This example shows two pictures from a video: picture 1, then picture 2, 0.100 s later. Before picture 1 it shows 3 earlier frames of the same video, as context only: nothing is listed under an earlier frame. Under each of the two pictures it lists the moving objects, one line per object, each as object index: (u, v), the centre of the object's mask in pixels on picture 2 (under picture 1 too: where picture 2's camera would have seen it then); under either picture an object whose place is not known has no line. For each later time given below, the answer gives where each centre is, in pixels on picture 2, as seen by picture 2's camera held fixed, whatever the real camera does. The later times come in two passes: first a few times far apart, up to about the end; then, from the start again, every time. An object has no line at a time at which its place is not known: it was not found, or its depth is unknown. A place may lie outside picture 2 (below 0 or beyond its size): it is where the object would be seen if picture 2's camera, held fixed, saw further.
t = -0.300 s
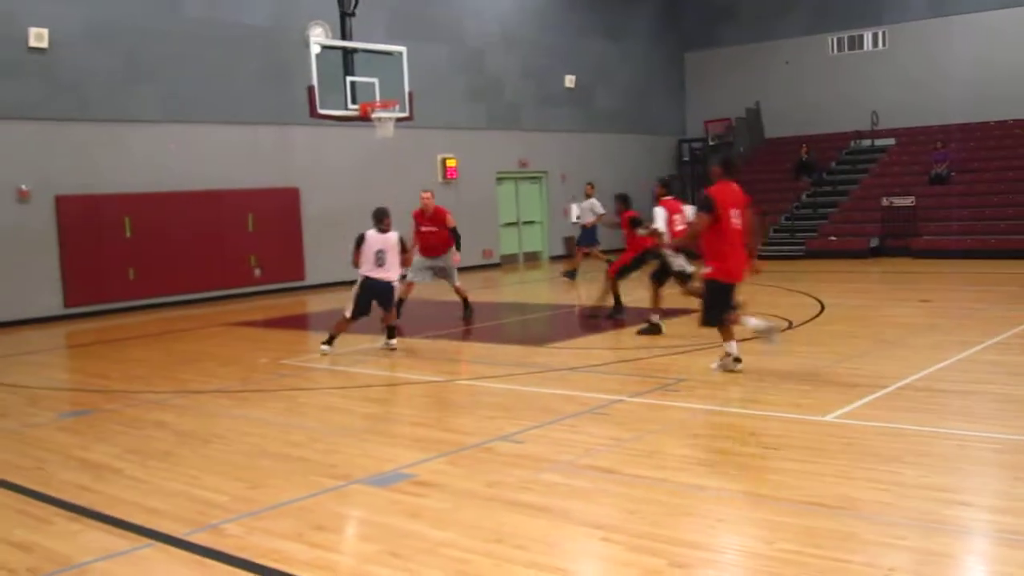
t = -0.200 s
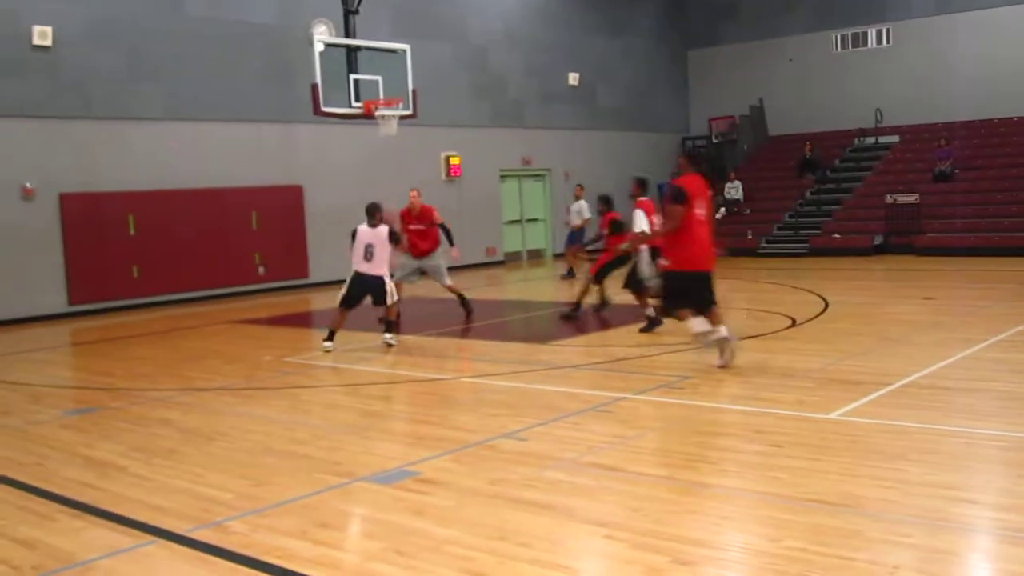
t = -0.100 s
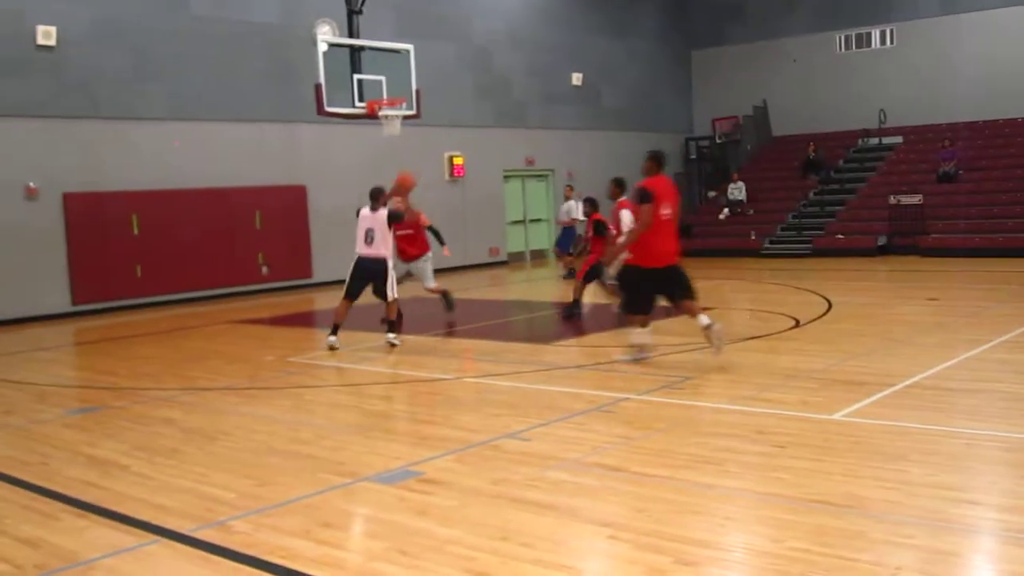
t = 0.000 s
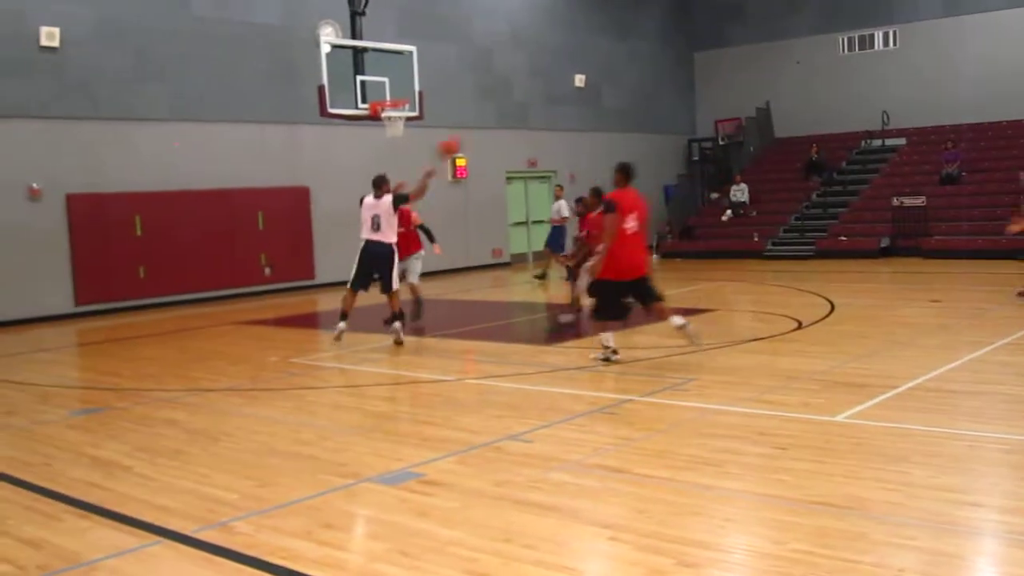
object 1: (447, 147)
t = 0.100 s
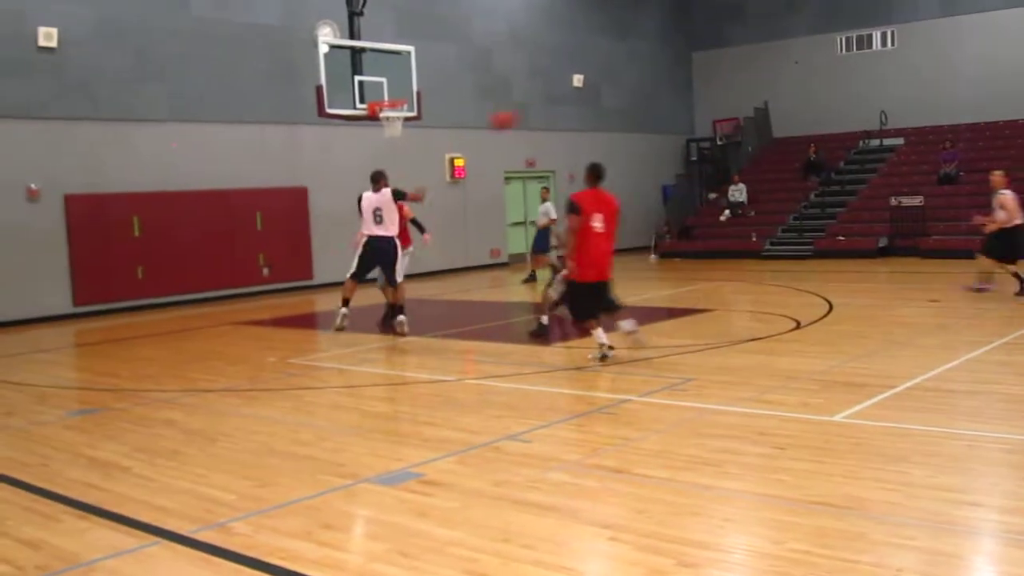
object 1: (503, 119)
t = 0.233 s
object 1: (573, 97)
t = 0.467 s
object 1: (677, 93)
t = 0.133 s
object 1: (521, 113)
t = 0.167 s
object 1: (538, 106)
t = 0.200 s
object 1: (554, 101)
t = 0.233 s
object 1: (573, 97)
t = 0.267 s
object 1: (589, 94)
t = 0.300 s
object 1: (604, 91)
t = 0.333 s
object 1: (619, 90)
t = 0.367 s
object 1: (636, 90)
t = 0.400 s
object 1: (649, 89)
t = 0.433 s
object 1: (663, 91)
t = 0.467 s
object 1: (677, 93)
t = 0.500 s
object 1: (692, 95)
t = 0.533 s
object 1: (706, 98)
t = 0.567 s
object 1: (720, 102)
